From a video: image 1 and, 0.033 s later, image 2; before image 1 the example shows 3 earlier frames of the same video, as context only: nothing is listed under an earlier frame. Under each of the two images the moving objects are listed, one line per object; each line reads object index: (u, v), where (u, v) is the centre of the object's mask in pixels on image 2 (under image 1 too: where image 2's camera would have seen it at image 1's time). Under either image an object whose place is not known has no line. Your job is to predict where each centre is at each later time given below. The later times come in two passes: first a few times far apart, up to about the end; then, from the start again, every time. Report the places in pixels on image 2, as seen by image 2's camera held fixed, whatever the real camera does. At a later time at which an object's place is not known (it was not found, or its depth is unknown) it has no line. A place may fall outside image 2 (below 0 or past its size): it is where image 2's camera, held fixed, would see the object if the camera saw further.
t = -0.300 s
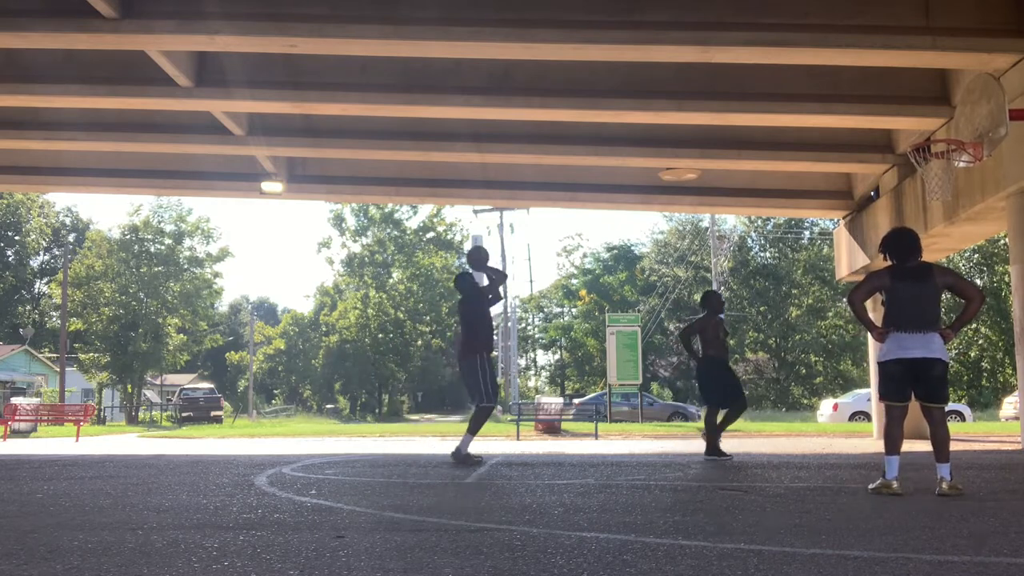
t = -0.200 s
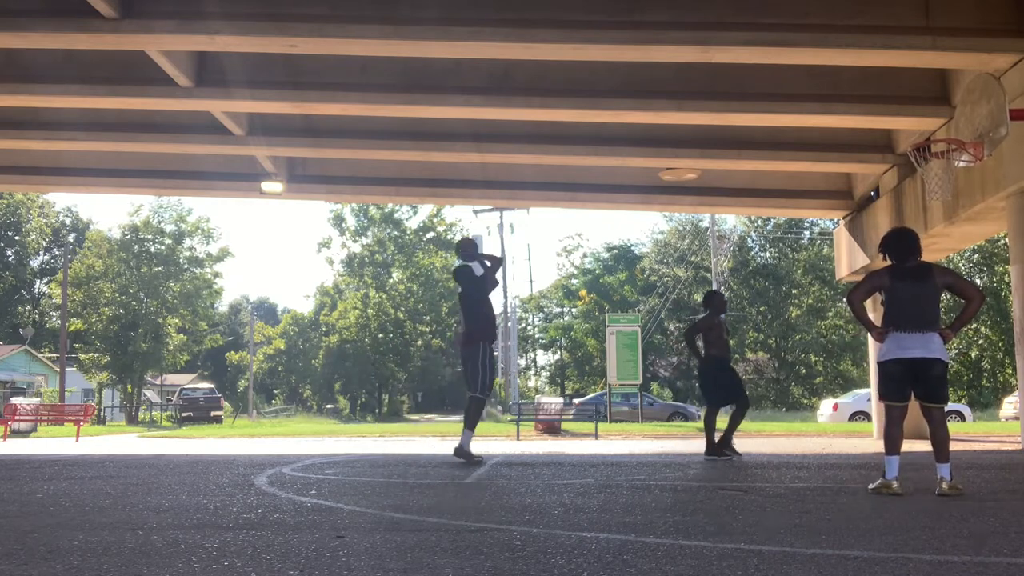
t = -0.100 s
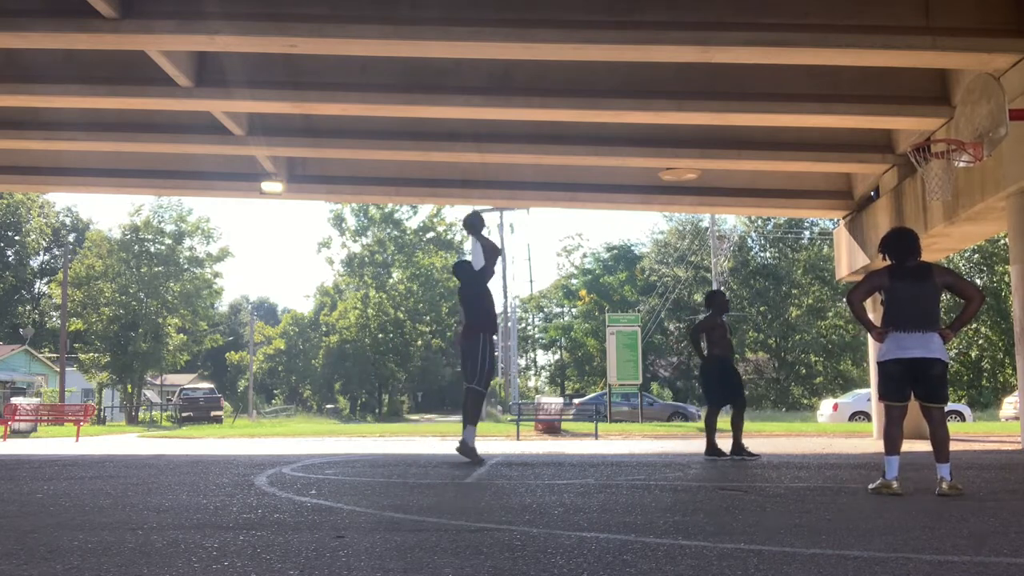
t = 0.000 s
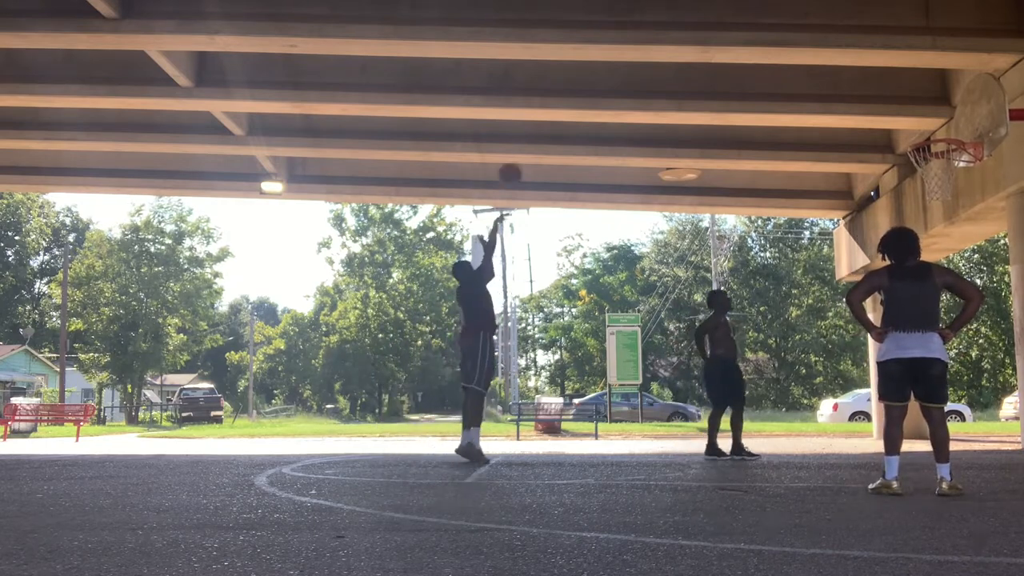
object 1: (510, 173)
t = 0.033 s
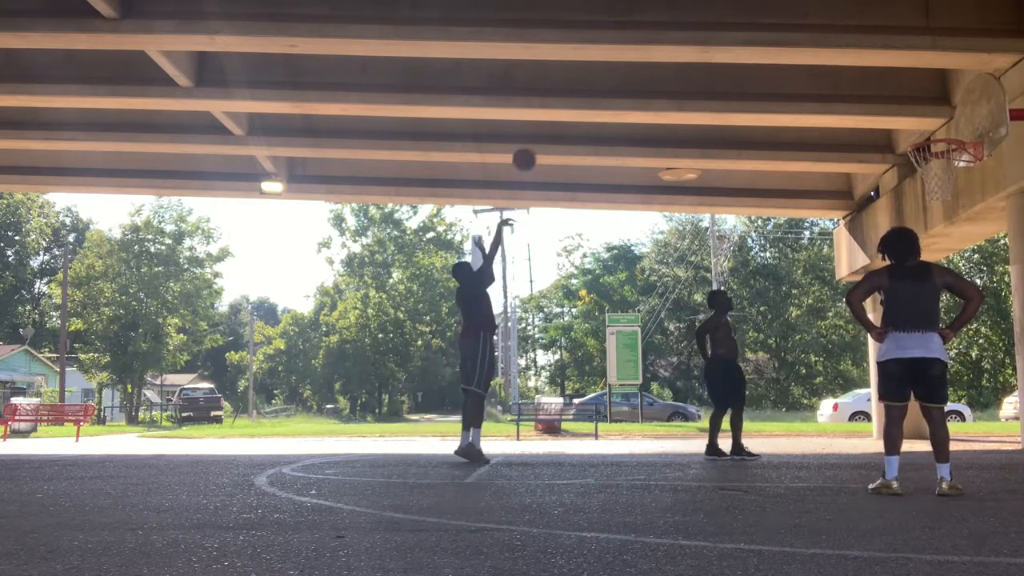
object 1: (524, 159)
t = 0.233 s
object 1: (608, 94)
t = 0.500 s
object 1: (723, 61)
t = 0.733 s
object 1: (826, 89)
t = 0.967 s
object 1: (873, 130)
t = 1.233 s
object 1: (763, 123)
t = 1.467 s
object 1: (672, 176)
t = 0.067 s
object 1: (538, 147)
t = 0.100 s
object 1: (551, 131)
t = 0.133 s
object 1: (566, 121)
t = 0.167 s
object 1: (580, 111)
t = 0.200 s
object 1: (593, 103)
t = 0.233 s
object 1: (608, 94)
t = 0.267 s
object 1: (622, 85)
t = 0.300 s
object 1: (637, 79)
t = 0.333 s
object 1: (651, 74)
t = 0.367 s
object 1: (665, 69)
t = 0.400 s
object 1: (679, 66)
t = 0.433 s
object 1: (694, 63)
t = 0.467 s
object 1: (708, 62)
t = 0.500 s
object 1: (723, 61)
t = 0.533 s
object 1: (737, 62)
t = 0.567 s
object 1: (752, 64)
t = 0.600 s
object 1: (766, 67)
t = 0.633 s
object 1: (781, 72)
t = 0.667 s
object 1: (796, 76)
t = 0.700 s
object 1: (811, 83)
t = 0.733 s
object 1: (826, 89)
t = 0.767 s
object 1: (843, 98)
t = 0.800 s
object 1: (857, 110)
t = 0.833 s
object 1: (873, 118)
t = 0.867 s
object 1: (889, 132)
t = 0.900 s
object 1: (900, 142)
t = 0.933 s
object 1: (888, 136)
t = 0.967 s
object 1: (873, 130)
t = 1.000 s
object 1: (859, 125)
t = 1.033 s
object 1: (845, 121)
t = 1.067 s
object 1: (831, 119)
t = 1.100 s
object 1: (817, 118)
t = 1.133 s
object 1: (804, 118)
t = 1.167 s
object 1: (790, 119)
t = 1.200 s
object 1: (777, 120)
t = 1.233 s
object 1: (763, 123)
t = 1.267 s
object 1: (750, 128)
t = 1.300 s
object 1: (737, 134)
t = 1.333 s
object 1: (725, 139)
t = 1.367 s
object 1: (711, 148)
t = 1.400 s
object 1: (698, 157)
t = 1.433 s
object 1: (686, 166)
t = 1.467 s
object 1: (672, 176)
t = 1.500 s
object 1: (660, 188)
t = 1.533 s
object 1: (647, 201)
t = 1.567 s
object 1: (635, 214)
